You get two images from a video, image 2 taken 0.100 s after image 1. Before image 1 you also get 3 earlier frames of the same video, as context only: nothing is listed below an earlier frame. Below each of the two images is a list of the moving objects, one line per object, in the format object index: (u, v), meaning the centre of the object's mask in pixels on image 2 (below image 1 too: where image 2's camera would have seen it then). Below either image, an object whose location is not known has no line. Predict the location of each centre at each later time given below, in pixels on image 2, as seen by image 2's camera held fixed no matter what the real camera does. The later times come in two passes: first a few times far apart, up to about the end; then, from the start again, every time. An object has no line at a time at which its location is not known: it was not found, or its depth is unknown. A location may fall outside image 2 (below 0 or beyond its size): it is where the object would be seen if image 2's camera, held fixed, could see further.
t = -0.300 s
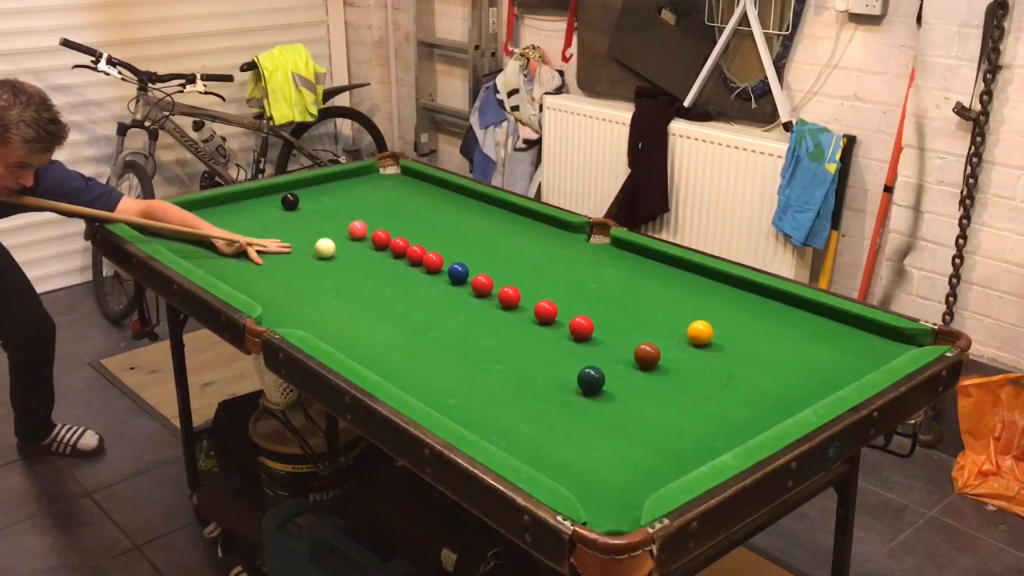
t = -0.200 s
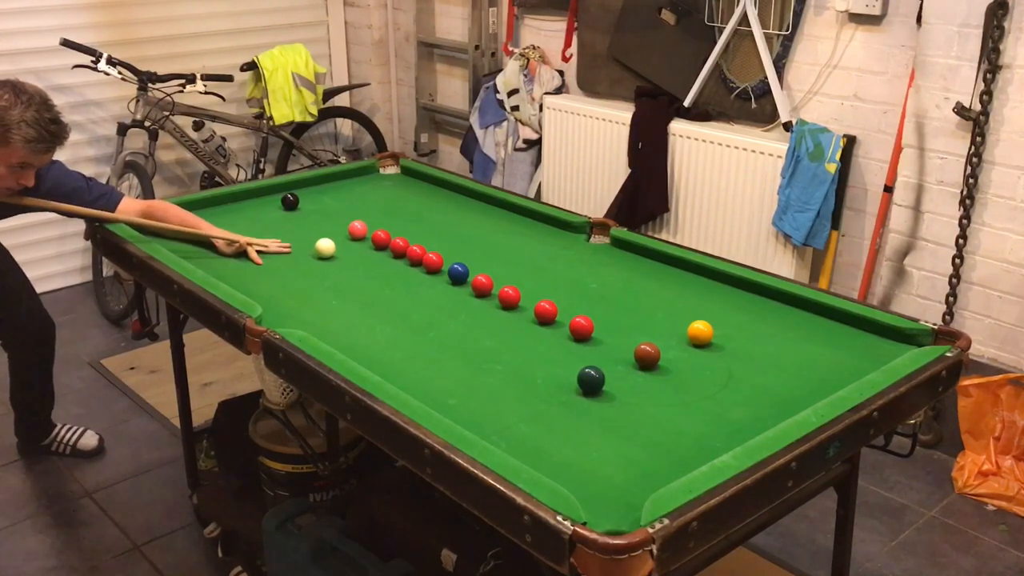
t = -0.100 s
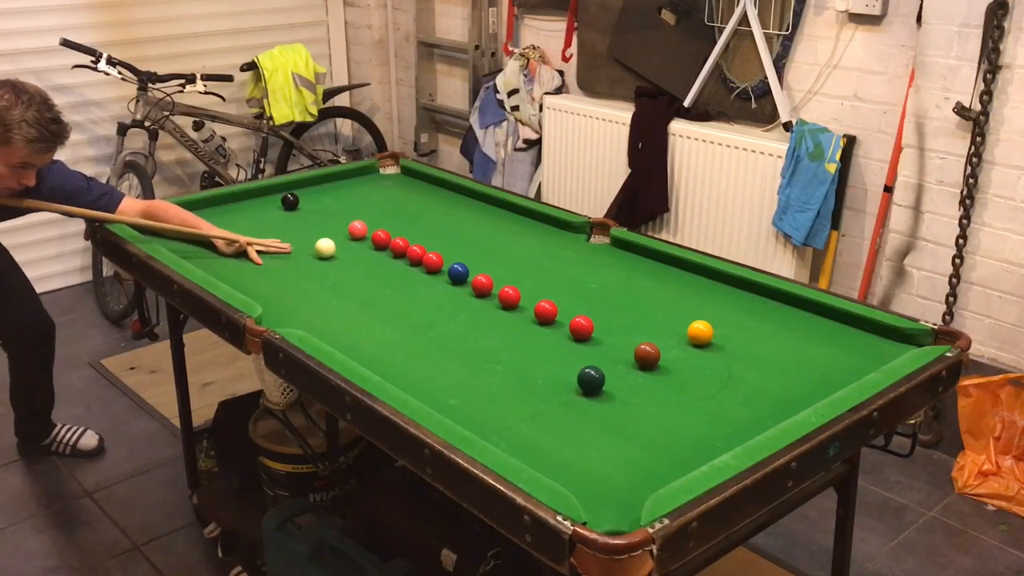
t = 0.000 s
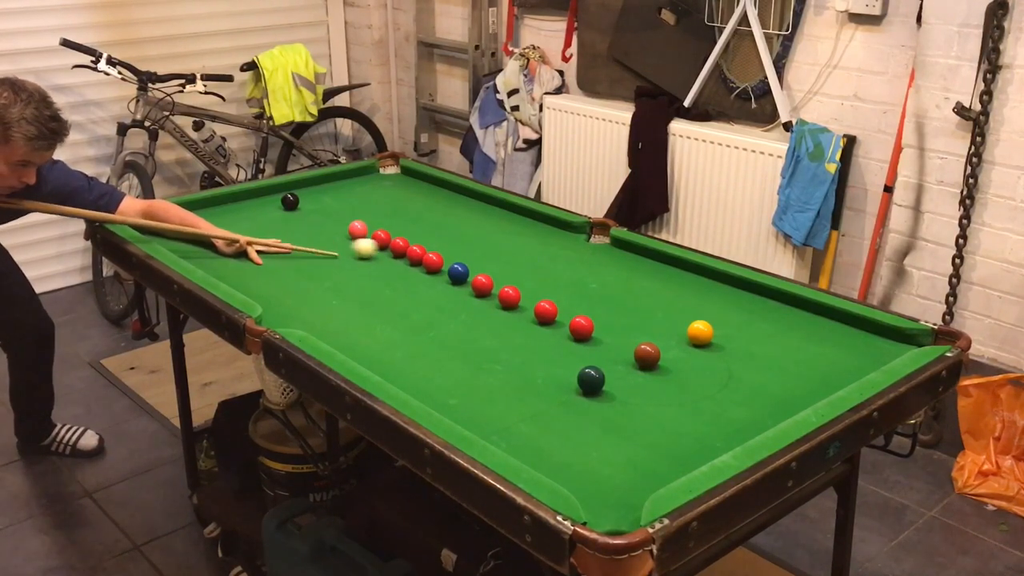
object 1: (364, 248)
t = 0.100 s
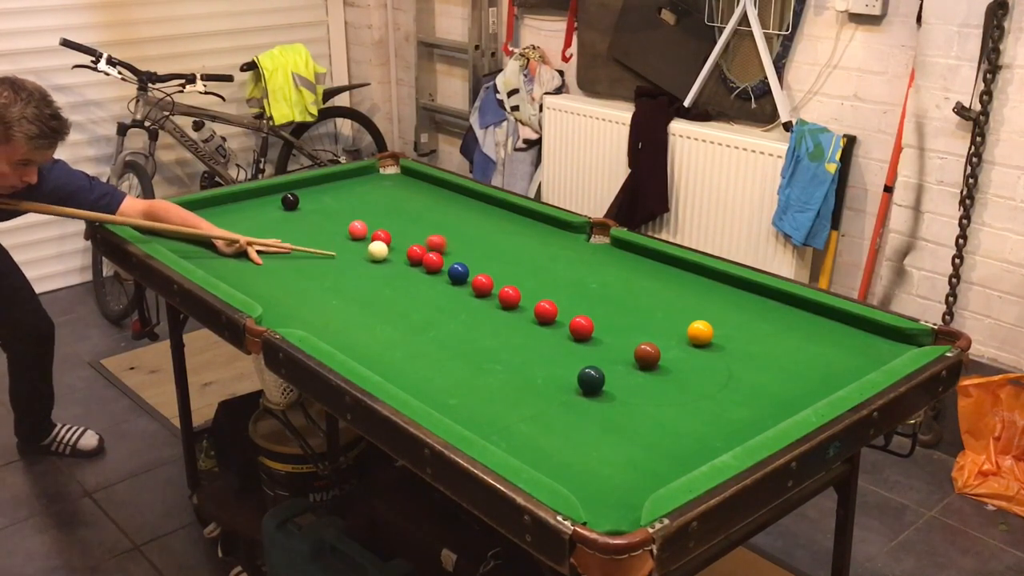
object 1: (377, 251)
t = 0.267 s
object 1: (372, 255)
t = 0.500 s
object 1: (365, 261)
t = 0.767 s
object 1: (359, 266)
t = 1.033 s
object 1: (355, 270)
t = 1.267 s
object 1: (353, 272)
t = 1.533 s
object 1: (352, 273)
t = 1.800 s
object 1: (352, 273)
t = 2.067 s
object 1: (352, 273)
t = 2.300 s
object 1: (352, 273)
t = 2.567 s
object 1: (352, 273)
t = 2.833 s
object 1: (357, 269)
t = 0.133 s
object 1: (376, 252)
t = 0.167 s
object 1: (375, 253)
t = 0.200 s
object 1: (374, 254)
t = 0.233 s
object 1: (373, 255)
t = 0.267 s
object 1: (372, 255)
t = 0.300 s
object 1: (371, 256)
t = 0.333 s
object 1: (370, 257)
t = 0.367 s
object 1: (369, 258)
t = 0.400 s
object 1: (368, 259)
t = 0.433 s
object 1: (367, 259)
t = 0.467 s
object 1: (366, 260)
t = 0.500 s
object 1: (365, 261)
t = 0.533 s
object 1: (364, 262)
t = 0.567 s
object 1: (363, 262)
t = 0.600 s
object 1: (363, 263)
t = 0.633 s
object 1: (362, 264)
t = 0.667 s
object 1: (361, 264)
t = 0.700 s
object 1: (361, 265)
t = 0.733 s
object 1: (360, 266)
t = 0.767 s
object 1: (359, 266)
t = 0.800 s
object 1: (358, 266)
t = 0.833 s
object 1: (358, 267)
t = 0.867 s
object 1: (357, 268)
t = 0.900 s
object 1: (357, 268)
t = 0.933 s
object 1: (356, 269)
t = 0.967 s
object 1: (356, 269)
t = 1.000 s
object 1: (355, 269)
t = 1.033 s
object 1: (355, 270)
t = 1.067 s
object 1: (355, 270)
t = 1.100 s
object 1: (354, 271)
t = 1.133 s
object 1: (354, 271)
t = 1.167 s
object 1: (354, 271)
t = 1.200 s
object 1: (353, 271)
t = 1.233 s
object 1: (353, 272)
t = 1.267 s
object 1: (353, 272)
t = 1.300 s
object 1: (353, 272)
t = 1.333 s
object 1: (353, 272)
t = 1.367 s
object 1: (352, 272)
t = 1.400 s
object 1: (352, 273)
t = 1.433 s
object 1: (352, 273)
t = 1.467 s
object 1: (352, 273)
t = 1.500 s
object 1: (352, 273)
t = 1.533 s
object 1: (352, 273)
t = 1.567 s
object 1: (352, 273)
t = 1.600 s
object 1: (352, 273)
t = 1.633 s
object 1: (352, 273)
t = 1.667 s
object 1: (352, 273)
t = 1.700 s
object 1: (352, 273)
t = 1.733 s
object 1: (352, 273)
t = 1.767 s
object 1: (352, 273)
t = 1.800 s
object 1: (352, 273)
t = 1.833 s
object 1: (352, 273)
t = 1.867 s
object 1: (352, 273)
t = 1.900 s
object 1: (352, 273)
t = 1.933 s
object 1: (352, 273)
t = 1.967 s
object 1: (352, 273)
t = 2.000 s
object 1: (352, 273)
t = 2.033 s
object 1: (352, 273)
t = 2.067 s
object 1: (352, 273)
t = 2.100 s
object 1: (352, 273)
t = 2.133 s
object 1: (352, 273)
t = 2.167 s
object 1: (352, 273)
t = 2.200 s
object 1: (352, 273)
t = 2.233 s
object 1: (352, 273)
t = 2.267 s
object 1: (352, 273)
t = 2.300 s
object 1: (352, 273)
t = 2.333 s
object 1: (352, 273)
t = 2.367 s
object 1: (352, 273)
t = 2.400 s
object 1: (352, 273)
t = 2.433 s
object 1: (352, 273)
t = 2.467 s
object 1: (352, 273)
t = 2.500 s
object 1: (352, 273)
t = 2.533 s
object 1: (352, 273)
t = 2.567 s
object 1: (352, 273)
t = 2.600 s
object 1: (352, 273)
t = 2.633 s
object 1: (352, 273)
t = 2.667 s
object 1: (352, 273)
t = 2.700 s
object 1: (352, 273)
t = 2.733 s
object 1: (352, 273)
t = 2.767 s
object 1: (352, 273)
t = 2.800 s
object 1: (353, 272)
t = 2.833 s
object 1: (357, 269)
